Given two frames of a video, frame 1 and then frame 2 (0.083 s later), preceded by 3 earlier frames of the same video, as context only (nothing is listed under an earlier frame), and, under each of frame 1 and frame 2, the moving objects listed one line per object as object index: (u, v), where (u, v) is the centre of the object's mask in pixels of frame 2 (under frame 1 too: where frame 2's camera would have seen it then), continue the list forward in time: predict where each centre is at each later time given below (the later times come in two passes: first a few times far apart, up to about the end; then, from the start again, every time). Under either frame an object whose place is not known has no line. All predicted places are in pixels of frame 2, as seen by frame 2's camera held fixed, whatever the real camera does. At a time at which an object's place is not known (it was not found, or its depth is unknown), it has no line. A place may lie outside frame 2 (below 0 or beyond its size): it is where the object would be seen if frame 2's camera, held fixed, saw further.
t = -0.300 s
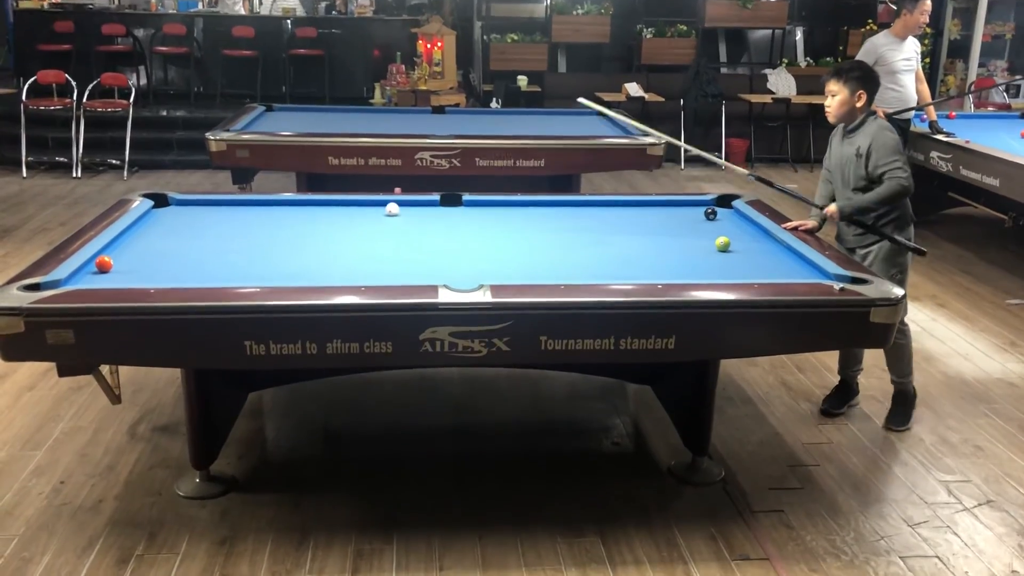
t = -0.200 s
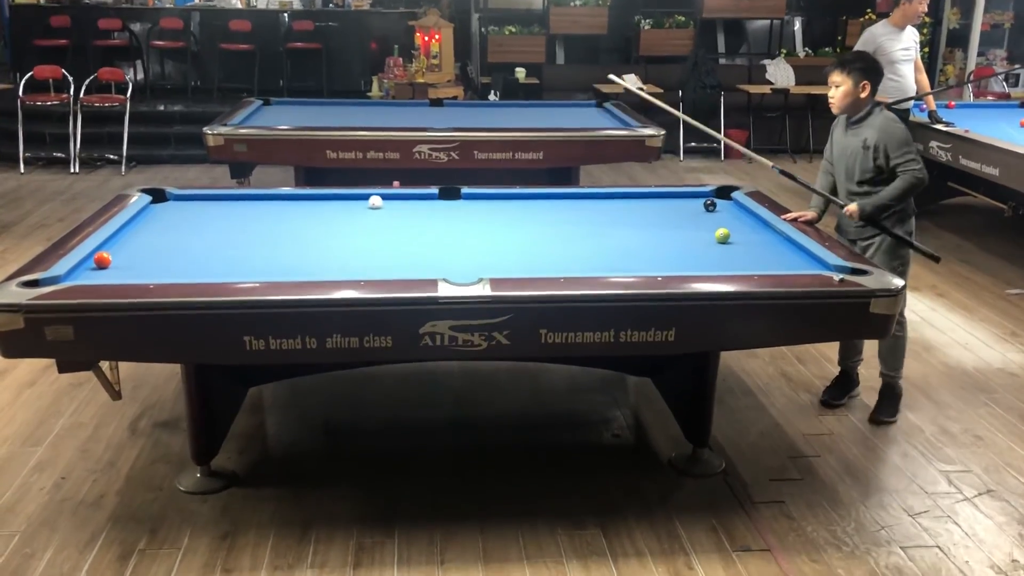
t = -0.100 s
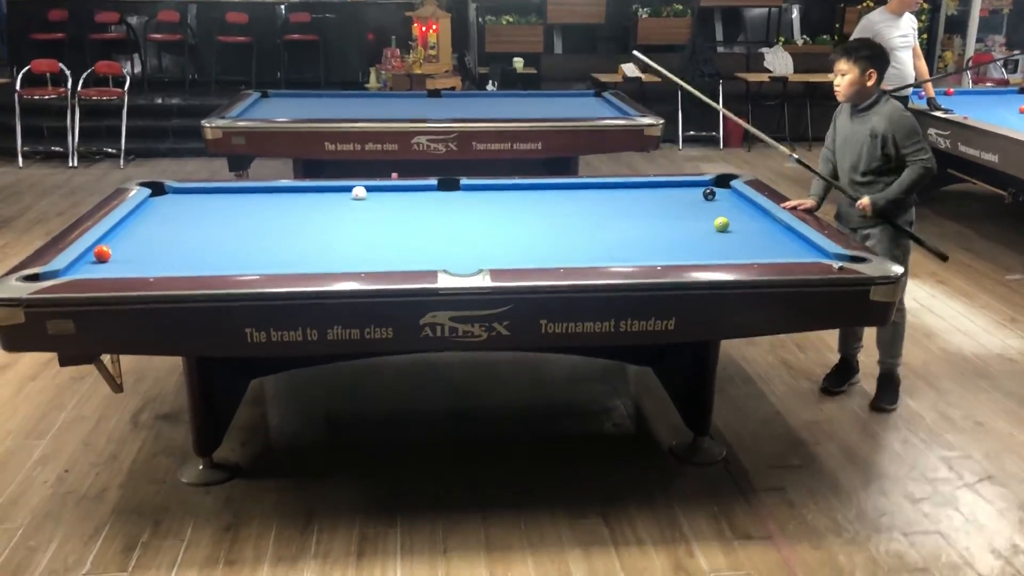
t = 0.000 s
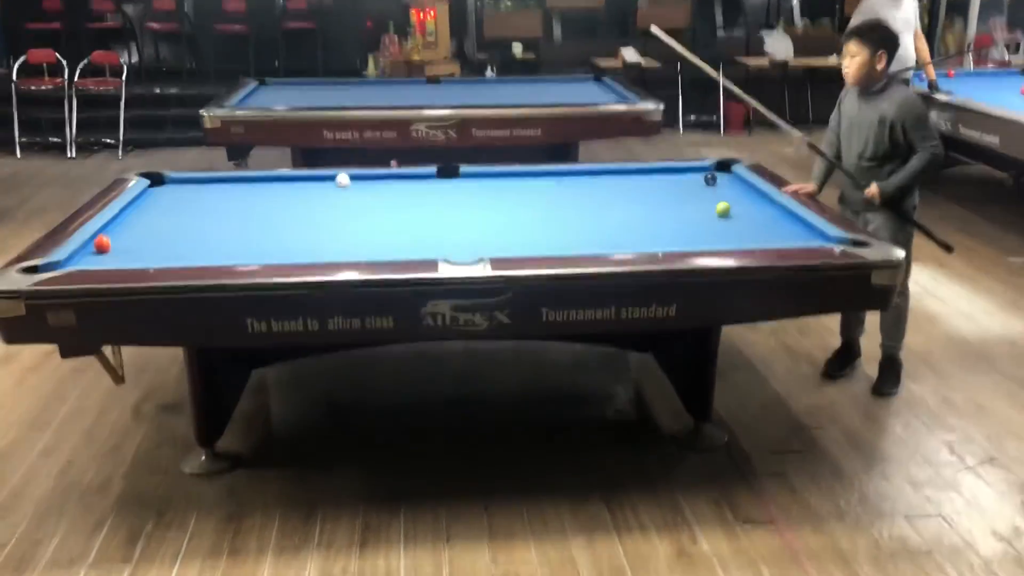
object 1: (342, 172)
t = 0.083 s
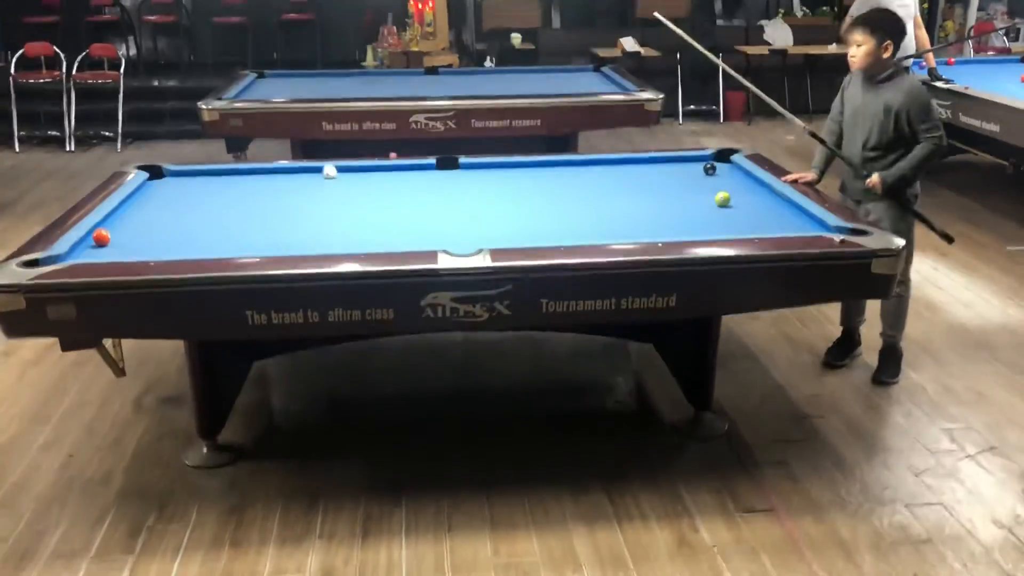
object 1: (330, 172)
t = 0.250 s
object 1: (306, 171)
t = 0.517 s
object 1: (270, 171)
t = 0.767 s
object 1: (240, 173)
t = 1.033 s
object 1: (210, 176)
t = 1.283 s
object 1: (182, 178)
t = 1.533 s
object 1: (155, 180)
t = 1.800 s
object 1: (164, 180)
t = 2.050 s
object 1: (179, 181)
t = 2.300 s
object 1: (191, 181)
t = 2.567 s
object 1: (204, 181)
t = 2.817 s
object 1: (214, 182)
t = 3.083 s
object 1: (224, 182)
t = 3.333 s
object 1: (232, 182)
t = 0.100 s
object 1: (327, 172)
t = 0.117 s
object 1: (325, 172)
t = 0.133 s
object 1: (323, 172)
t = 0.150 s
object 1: (320, 172)
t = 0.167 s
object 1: (318, 171)
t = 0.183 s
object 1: (315, 171)
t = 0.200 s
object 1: (313, 170)
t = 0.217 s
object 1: (311, 170)
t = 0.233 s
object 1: (309, 170)
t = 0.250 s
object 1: (306, 171)
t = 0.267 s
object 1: (303, 170)
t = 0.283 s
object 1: (301, 170)
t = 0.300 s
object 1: (299, 170)
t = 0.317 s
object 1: (296, 170)
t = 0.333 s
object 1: (294, 169)
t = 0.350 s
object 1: (291, 170)
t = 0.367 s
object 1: (289, 170)
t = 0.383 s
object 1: (287, 170)
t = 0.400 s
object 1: (285, 170)
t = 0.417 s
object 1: (283, 170)
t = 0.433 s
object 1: (280, 170)
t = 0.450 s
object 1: (279, 170)
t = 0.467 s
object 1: (276, 170)
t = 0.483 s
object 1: (275, 170)
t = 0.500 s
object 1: (272, 171)
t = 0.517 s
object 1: (270, 171)
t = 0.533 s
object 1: (268, 171)
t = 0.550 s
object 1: (266, 171)
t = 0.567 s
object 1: (264, 171)
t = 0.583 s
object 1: (262, 172)
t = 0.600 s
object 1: (260, 172)
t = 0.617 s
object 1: (258, 172)
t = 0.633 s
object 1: (256, 172)
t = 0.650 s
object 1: (254, 172)
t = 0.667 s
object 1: (252, 172)
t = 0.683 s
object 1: (250, 173)
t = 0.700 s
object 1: (248, 173)
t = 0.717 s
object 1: (246, 173)
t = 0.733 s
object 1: (244, 173)
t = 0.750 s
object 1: (242, 173)
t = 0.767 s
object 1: (240, 173)
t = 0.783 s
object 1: (238, 174)
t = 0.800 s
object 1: (237, 174)
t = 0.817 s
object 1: (235, 174)
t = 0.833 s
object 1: (233, 174)
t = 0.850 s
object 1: (231, 174)
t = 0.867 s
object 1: (229, 175)
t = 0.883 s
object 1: (227, 175)
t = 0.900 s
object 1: (225, 175)
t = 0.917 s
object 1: (223, 175)
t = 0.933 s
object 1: (221, 175)
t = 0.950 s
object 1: (219, 175)
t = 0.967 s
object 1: (217, 176)
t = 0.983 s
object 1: (216, 175)
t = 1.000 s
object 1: (214, 176)
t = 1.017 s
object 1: (212, 176)
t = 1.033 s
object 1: (210, 176)
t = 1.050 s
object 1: (208, 176)
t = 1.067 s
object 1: (206, 176)
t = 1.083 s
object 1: (204, 176)
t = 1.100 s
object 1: (203, 177)
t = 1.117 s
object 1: (201, 177)
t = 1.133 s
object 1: (199, 177)
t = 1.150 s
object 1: (197, 177)
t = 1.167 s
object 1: (195, 177)
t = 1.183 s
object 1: (193, 177)
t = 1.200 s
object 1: (192, 177)
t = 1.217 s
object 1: (189, 177)
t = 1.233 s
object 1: (188, 178)
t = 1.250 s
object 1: (186, 178)
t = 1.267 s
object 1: (184, 178)
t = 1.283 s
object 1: (182, 178)
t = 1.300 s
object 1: (180, 178)
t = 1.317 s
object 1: (179, 178)
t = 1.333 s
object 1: (177, 178)
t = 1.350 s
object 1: (175, 179)
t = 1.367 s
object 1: (173, 179)
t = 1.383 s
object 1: (172, 179)
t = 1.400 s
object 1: (170, 179)
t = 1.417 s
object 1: (168, 179)
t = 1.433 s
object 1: (166, 179)
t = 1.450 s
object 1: (164, 179)
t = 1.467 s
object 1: (162, 180)
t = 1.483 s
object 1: (161, 179)
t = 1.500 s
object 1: (159, 180)
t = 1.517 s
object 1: (157, 180)
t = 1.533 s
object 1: (155, 180)
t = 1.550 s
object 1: (153, 180)
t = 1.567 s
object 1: (152, 180)
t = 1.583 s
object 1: (151, 180)
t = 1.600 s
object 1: (151, 180)
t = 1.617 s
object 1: (153, 181)
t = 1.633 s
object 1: (154, 181)
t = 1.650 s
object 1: (155, 180)
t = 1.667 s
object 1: (156, 181)
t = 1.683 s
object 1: (157, 181)
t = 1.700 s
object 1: (158, 181)
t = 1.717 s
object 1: (159, 181)
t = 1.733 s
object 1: (160, 181)
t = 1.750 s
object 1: (161, 181)
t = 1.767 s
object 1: (162, 180)
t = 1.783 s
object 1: (163, 180)
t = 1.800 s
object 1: (164, 180)
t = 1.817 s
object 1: (165, 181)
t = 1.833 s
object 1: (166, 181)
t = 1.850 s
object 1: (167, 181)
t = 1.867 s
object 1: (168, 181)
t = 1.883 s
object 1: (169, 181)
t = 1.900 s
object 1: (170, 181)
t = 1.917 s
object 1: (171, 181)
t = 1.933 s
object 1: (171, 181)
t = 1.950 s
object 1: (173, 181)
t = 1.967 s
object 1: (173, 181)
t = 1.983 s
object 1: (175, 181)
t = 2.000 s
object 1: (176, 181)
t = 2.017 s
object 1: (177, 181)
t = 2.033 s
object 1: (177, 181)
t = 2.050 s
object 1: (179, 181)
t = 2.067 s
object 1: (179, 181)
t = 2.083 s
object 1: (180, 181)
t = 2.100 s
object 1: (181, 181)
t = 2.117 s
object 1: (182, 181)
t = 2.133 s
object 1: (183, 181)
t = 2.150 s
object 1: (184, 181)
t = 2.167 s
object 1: (185, 181)
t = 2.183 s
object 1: (185, 181)
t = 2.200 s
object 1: (187, 181)
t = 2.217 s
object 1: (187, 181)
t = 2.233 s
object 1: (188, 181)
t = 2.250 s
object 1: (189, 181)
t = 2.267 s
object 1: (189, 181)
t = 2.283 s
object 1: (191, 181)
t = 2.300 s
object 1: (191, 181)
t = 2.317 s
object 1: (192, 181)
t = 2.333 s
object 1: (193, 181)
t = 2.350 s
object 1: (194, 181)
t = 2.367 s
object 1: (195, 181)
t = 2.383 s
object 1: (196, 181)
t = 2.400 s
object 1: (196, 181)
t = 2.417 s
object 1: (197, 181)
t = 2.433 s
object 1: (198, 181)
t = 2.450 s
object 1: (199, 181)
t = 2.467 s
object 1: (200, 181)
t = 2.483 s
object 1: (201, 181)
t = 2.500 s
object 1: (201, 181)
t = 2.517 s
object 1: (202, 181)
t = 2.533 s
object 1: (202, 181)
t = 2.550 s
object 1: (203, 181)
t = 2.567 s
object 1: (204, 181)
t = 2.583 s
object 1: (205, 181)
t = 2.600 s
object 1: (206, 182)
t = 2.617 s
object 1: (206, 181)
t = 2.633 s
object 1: (207, 181)
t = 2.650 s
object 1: (207, 182)
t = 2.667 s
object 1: (208, 181)
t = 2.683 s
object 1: (209, 181)
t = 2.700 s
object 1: (209, 182)
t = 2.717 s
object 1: (210, 182)
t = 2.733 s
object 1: (211, 182)
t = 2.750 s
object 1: (211, 182)
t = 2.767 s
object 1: (212, 182)
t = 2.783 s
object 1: (213, 182)
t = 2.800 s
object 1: (213, 182)
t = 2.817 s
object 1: (214, 182)
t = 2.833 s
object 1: (215, 182)
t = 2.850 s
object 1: (216, 182)
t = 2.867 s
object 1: (216, 182)
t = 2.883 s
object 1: (217, 182)
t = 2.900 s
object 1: (217, 182)
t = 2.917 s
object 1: (218, 182)
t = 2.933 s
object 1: (218, 182)
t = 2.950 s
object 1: (219, 182)
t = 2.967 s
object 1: (220, 182)
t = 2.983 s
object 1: (220, 182)
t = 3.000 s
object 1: (221, 182)
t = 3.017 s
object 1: (222, 182)
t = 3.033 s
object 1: (222, 182)
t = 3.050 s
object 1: (223, 182)
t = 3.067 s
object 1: (223, 182)
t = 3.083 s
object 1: (224, 182)
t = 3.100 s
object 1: (225, 182)
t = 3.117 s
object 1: (225, 182)
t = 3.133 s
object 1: (226, 182)
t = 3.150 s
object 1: (226, 182)
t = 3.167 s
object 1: (227, 182)
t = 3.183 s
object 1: (228, 182)
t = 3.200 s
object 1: (228, 182)
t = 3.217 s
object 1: (228, 182)
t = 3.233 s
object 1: (229, 182)
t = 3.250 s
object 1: (230, 182)
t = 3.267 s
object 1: (230, 182)
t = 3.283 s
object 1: (230, 182)
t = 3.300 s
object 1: (231, 182)
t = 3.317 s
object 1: (232, 182)
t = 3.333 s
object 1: (232, 182)
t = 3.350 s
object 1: (232, 182)
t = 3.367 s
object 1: (233, 182)
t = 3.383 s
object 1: (233, 182)
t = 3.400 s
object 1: (233, 182)
